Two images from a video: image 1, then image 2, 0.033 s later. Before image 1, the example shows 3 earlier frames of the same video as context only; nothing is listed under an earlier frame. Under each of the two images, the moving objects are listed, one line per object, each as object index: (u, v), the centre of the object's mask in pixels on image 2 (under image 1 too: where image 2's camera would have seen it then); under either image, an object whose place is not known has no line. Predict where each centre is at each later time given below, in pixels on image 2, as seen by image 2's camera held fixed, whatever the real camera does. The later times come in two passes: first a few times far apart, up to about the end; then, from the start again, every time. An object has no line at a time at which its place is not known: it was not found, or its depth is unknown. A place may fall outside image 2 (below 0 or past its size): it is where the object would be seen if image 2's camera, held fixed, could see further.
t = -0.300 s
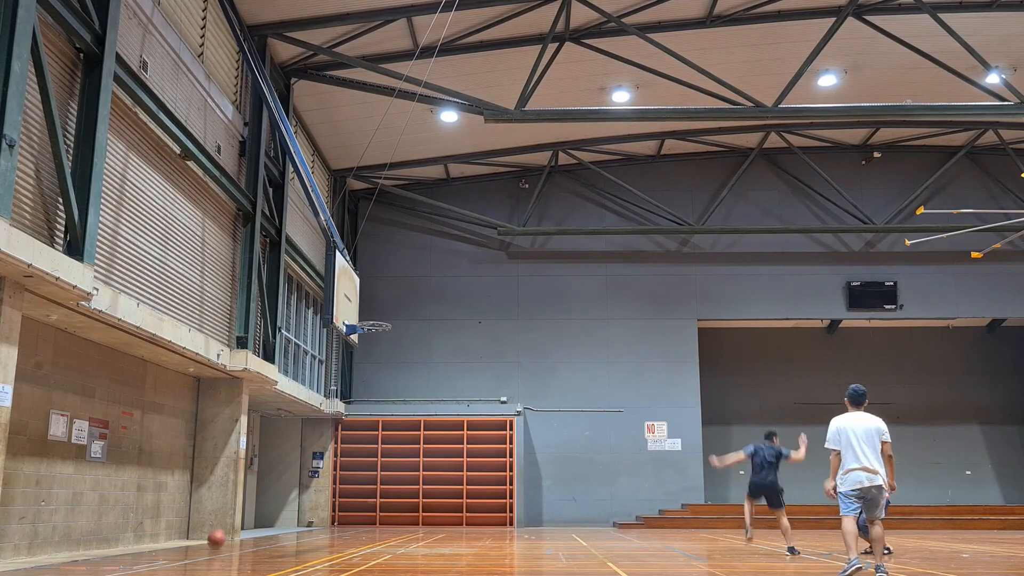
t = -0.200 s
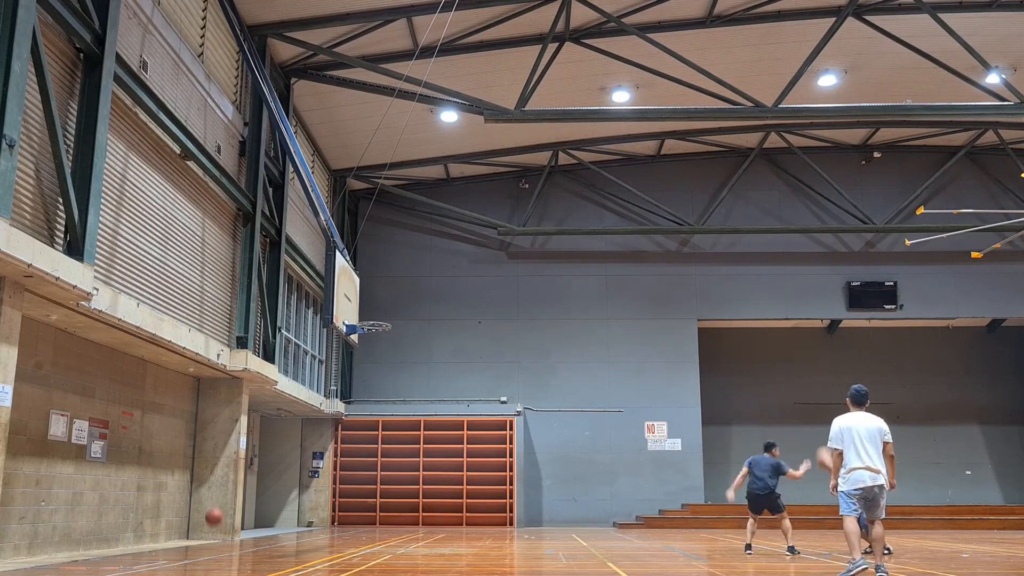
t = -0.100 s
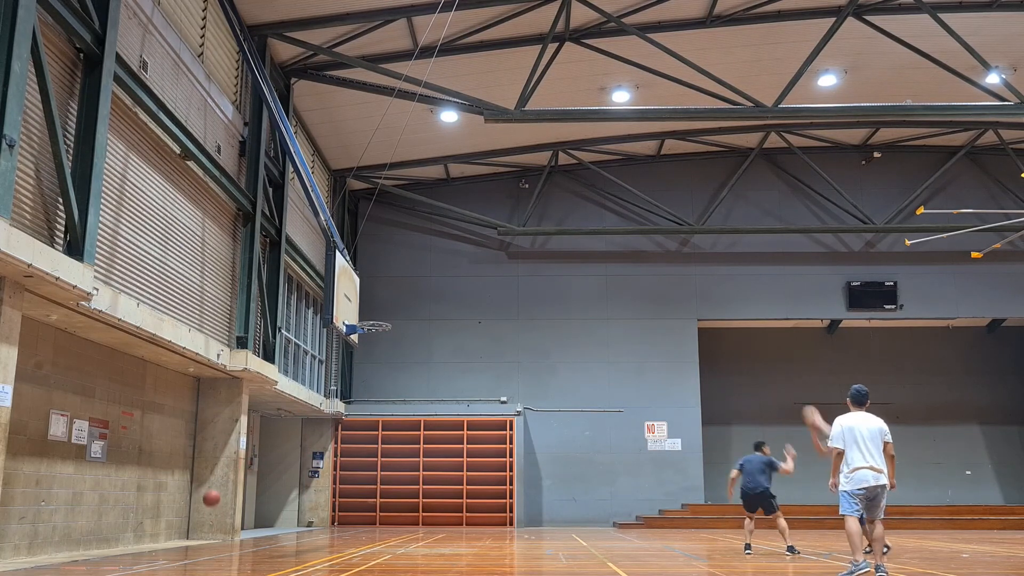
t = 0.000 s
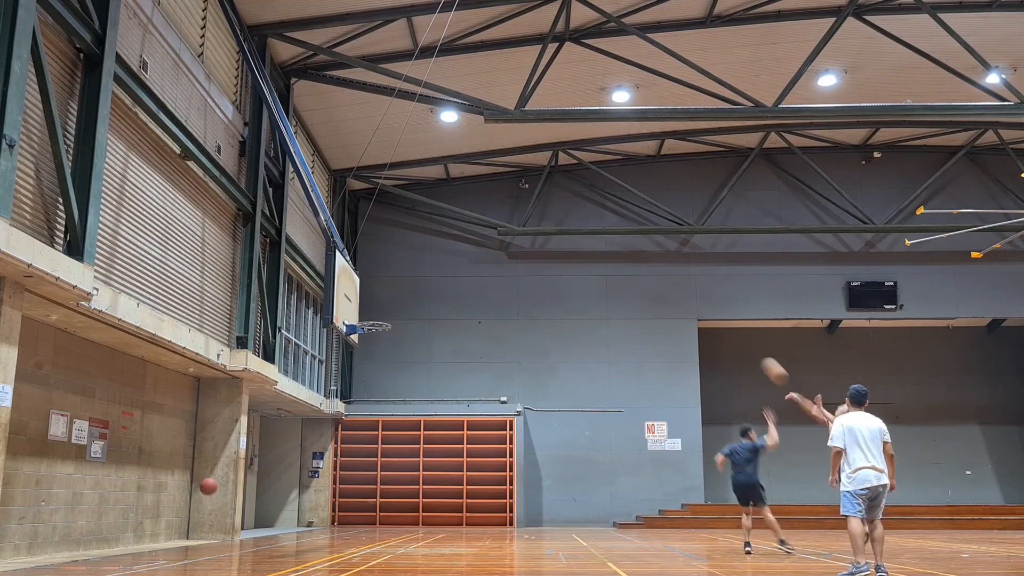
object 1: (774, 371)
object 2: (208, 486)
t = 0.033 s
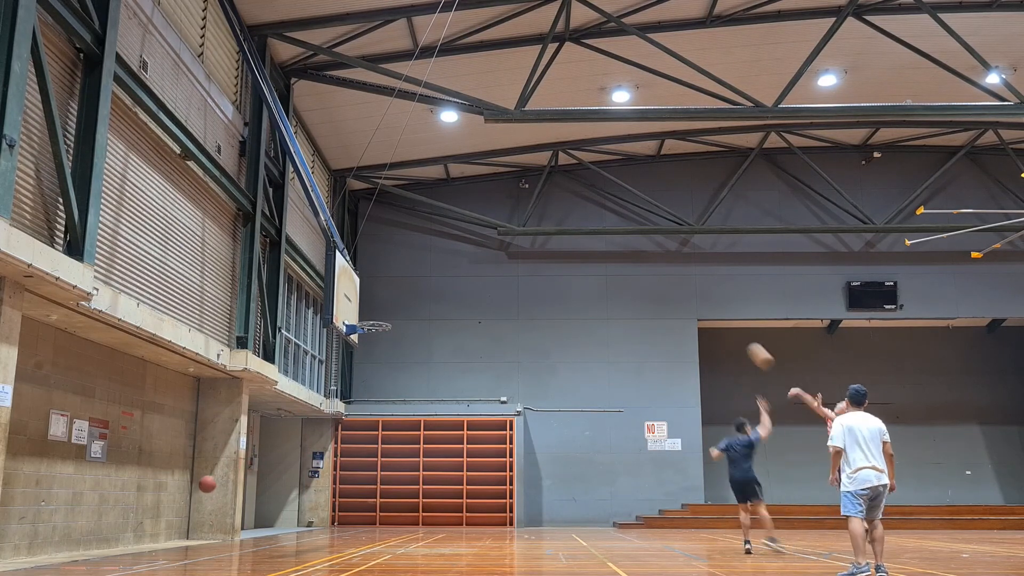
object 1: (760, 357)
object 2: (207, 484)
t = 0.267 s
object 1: (664, 277)
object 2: (198, 489)
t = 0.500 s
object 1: (573, 236)
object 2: (186, 531)
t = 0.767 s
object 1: (474, 235)
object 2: (178, 503)
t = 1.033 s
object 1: (374, 279)
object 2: (168, 506)
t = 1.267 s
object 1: (387, 335)
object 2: (154, 537)
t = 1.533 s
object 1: (442, 431)
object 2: (121, 522)
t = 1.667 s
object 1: (470, 501)
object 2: (115, 530)
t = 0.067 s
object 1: (746, 343)
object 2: (206, 483)
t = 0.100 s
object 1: (733, 330)
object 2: (205, 482)
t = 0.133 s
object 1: (718, 316)
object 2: (203, 482)
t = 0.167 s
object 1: (704, 305)
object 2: (202, 482)
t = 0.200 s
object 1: (691, 295)
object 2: (201, 484)
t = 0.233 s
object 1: (677, 286)
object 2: (200, 486)
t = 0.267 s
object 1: (664, 277)
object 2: (198, 489)
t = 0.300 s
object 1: (651, 269)
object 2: (196, 492)
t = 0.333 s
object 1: (638, 261)
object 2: (195, 497)
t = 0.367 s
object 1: (624, 255)
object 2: (193, 503)
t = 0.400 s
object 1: (612, 250)
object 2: (191, 508)
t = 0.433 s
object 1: (599, 244)
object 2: (189, 516)
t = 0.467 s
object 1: (586, 240)
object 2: (188, 523)
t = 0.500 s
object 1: (573, 236)
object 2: (186, 531)
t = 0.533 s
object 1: (560, 233)
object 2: (184, 539)
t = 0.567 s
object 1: (548, 231)
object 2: (183, 533)
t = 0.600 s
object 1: (536, 230)
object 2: (182, 526)
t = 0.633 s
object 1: (524, 229)
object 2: (181, 520)
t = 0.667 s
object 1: (510, 230)
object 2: (181, 514)
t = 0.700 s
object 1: (499, 230)
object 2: (180, 510)
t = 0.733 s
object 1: (486, 232)
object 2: (179, 506)
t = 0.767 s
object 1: (474, 235)
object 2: (178, 503)
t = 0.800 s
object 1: (462, 237)
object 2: (177, 501)
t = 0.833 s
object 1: (450, 241)
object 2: (176, 499)
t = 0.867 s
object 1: (438, 246)
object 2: (175, 499)
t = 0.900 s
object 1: (425, 251)
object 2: (174, 499)
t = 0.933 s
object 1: (413, 257)
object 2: (172, 499)
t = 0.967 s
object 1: (400, 264)
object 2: (171, 501)
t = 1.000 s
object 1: (388, 271)
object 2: (170, 503)
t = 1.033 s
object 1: (374, 279)
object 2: (168, 506)
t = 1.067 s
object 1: (365, 287)
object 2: (167, 510)
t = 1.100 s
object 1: (353, 298)
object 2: (165, 514)
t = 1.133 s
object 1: (360, 306)
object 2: (163, 521)
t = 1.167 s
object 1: (366, 313)
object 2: (162, 527)
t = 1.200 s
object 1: (372, 319)
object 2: (160, 534)
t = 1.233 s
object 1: (380, 328)
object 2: (158, 540)
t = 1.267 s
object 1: (387, 335)
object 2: (154, 537)
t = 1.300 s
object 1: (393, 344)
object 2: (150, 532)
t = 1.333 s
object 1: (399, 353)
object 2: (146, 529)
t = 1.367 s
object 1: (406, 363)
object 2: (142, 525)
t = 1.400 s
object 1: (413, 373)
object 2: (138, 523)
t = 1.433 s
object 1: (419, 385)
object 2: (133, 522)
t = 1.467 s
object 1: (426, 398)
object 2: (130, 521)
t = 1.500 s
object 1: (434, 416)
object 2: (125, 521)
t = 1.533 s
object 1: (442, 431)
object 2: (121, 522)
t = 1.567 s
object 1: (448, 446)
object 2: (116, 524)
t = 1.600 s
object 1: (453, 461)
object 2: (112, 526)
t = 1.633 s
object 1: (462, 482)
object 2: (112, 528)
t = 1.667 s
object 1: (470, 501)
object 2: (115, 530)
